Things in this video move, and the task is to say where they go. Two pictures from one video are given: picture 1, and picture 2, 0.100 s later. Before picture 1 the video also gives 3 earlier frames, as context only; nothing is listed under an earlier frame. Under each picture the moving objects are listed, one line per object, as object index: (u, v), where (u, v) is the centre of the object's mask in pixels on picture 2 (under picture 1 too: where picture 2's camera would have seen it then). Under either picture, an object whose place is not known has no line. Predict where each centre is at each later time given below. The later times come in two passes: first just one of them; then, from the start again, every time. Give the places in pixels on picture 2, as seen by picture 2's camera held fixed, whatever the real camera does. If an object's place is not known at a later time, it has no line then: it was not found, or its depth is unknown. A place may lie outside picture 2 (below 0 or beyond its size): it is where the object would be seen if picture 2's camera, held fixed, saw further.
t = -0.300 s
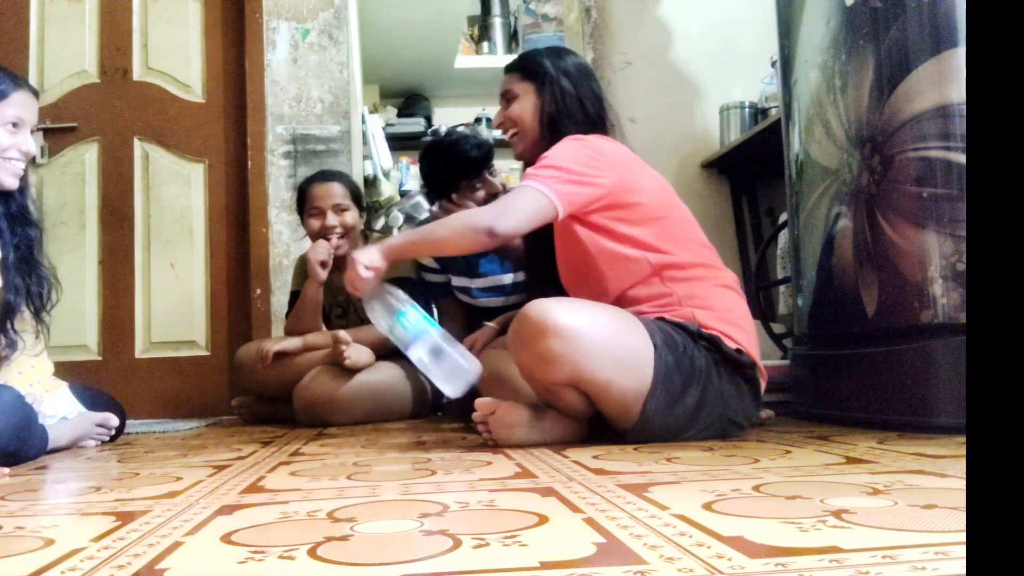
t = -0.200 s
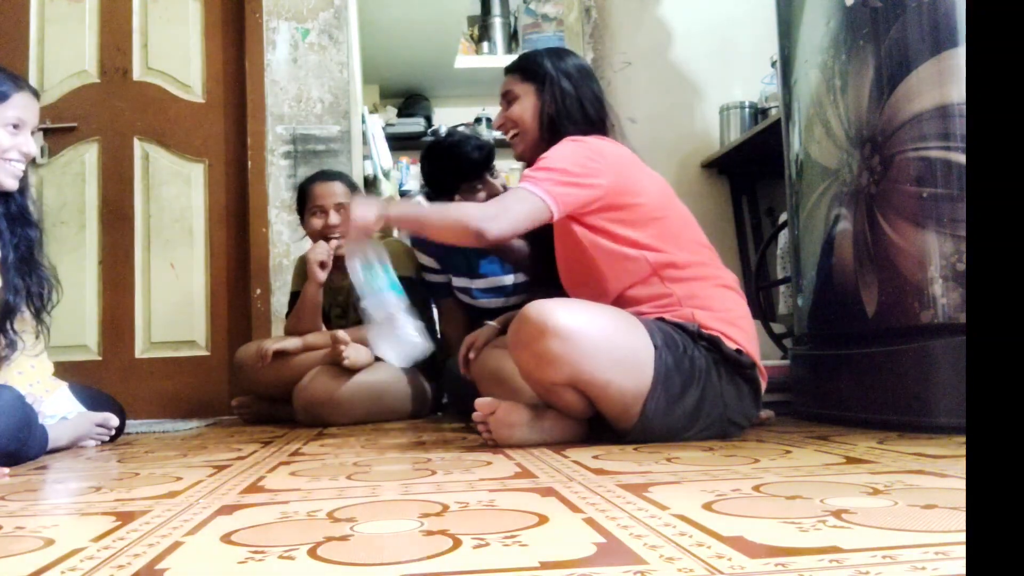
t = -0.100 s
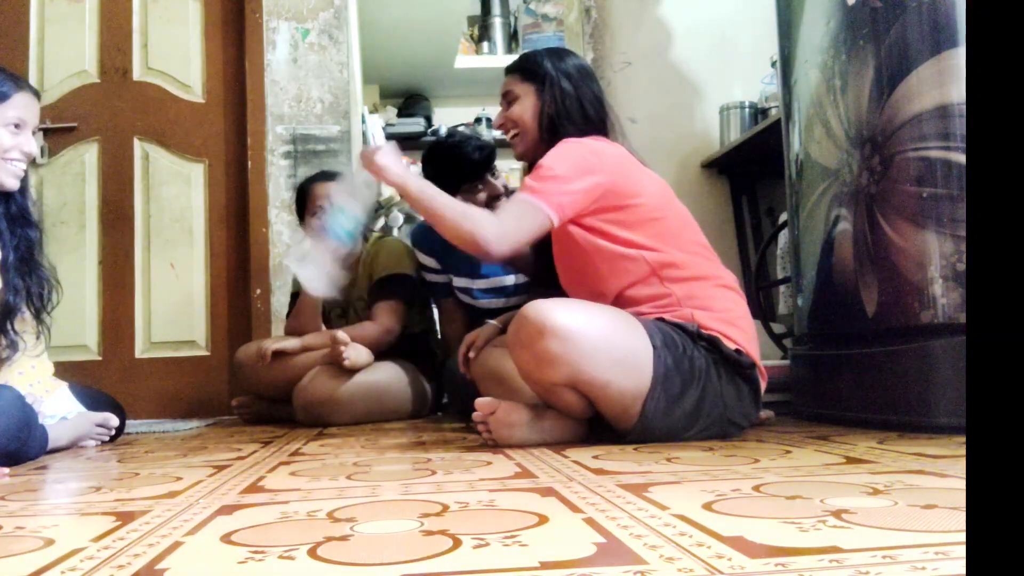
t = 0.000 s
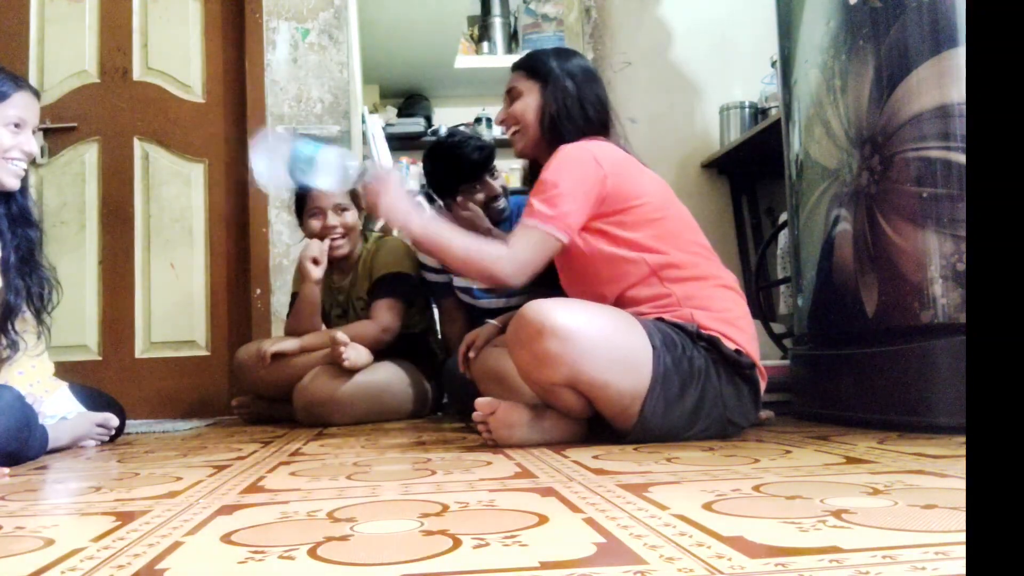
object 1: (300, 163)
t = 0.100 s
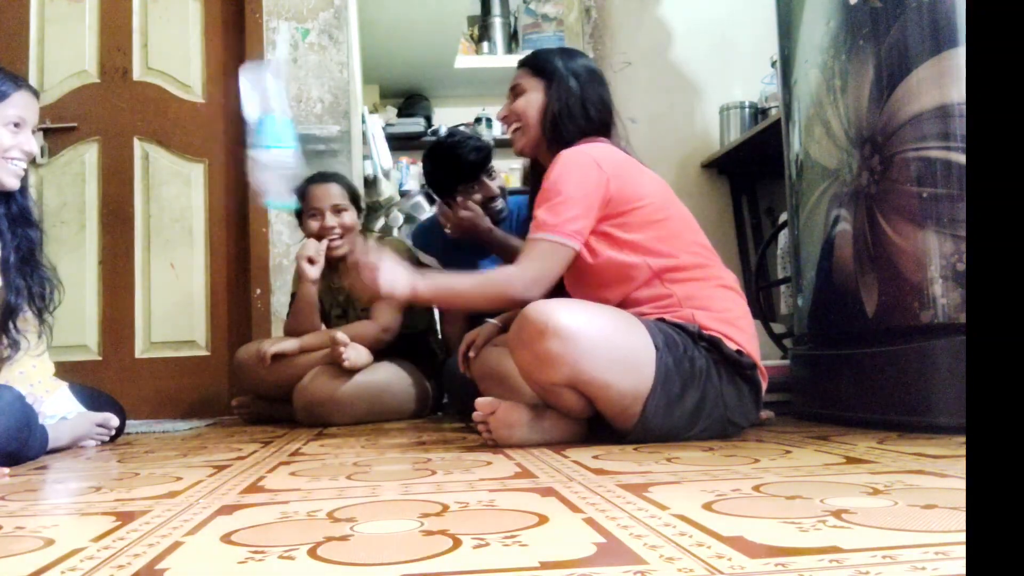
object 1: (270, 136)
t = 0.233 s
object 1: (225, 98)
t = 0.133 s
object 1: (254, 126)
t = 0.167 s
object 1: (241, 115)
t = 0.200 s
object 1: (232, 104)
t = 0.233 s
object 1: (225, 98)
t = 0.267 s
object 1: (223, 100)
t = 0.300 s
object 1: (220, 114)
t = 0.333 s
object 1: (216, 135)
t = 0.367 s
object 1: (212, 162)
